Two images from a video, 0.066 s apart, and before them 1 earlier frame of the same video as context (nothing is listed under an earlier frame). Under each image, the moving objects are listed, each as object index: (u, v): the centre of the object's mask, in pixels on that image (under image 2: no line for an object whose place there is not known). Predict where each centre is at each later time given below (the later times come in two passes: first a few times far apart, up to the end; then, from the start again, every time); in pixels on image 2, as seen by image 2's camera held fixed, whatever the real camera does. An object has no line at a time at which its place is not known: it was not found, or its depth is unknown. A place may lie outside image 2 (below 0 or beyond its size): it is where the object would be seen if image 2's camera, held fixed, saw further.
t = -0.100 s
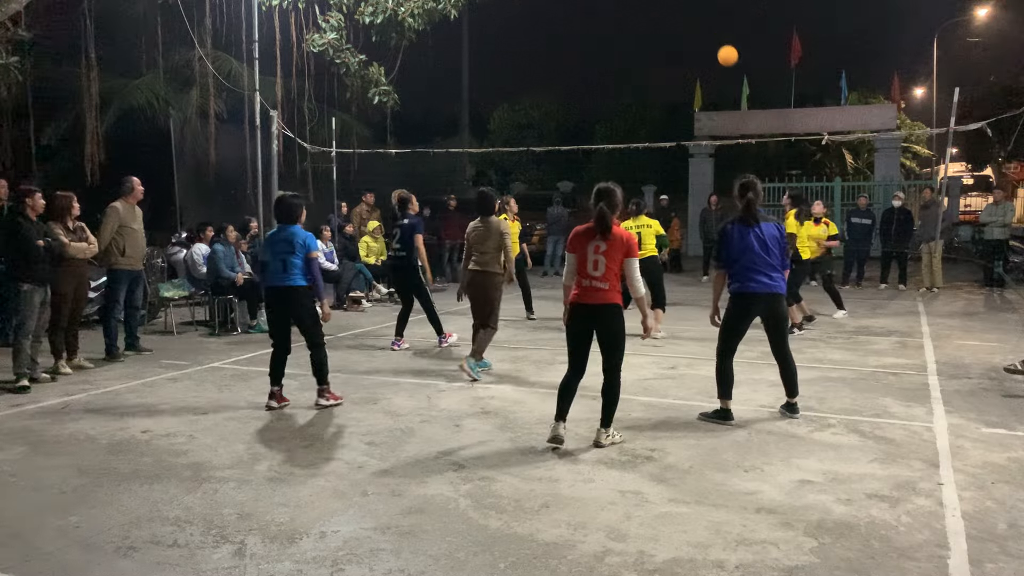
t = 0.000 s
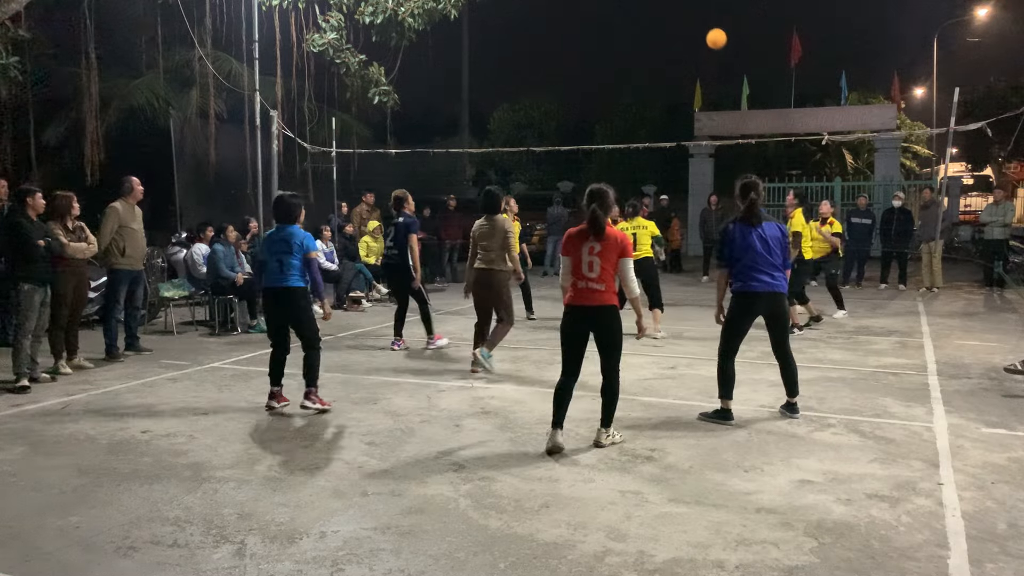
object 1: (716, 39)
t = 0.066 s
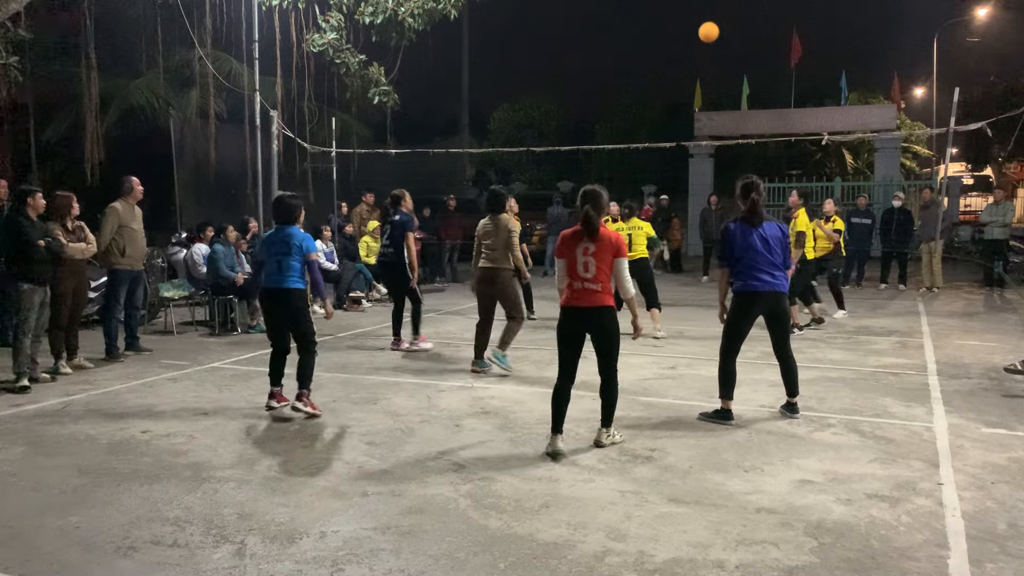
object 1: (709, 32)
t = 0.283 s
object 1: (683, 34)
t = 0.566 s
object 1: (649, 96)
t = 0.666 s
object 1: (637, 132)
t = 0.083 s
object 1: (707, 31)
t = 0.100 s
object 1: (705, 30)
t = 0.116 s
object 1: (703, 29)
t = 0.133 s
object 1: (701, 29)
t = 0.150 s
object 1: (699, 28)
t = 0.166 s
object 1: (697, 28)
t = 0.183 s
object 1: (695, 28)
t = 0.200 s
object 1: (693, 29)
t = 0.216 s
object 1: (691, 29)
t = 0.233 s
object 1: (689, 30)
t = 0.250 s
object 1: (687, 31)
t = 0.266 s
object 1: (685, 33)
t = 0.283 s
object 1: (683, 34)
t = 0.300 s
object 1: (681, 36)
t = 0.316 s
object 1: (679, 38)
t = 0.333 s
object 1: (677, 41)
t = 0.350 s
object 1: (675, 43)
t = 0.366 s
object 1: (673, 46)
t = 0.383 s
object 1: (671, 49)
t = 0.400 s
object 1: (669, 52)
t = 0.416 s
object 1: (667, 55)
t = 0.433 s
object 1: (665, 59)
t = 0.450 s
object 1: (663, 63)
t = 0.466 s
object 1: (661, 67)
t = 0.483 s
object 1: (659, 71)
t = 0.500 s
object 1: (657, 76)
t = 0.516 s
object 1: (655, 80)
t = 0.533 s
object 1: (653, 85)
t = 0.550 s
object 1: (651, 90)
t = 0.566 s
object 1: (649, 96)
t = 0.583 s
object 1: (647, 101)
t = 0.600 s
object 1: (645, 107)
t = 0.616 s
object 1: (643, 114)
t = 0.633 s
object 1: (641, 120)
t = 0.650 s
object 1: (639, 126)
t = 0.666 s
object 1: (637, 132)
